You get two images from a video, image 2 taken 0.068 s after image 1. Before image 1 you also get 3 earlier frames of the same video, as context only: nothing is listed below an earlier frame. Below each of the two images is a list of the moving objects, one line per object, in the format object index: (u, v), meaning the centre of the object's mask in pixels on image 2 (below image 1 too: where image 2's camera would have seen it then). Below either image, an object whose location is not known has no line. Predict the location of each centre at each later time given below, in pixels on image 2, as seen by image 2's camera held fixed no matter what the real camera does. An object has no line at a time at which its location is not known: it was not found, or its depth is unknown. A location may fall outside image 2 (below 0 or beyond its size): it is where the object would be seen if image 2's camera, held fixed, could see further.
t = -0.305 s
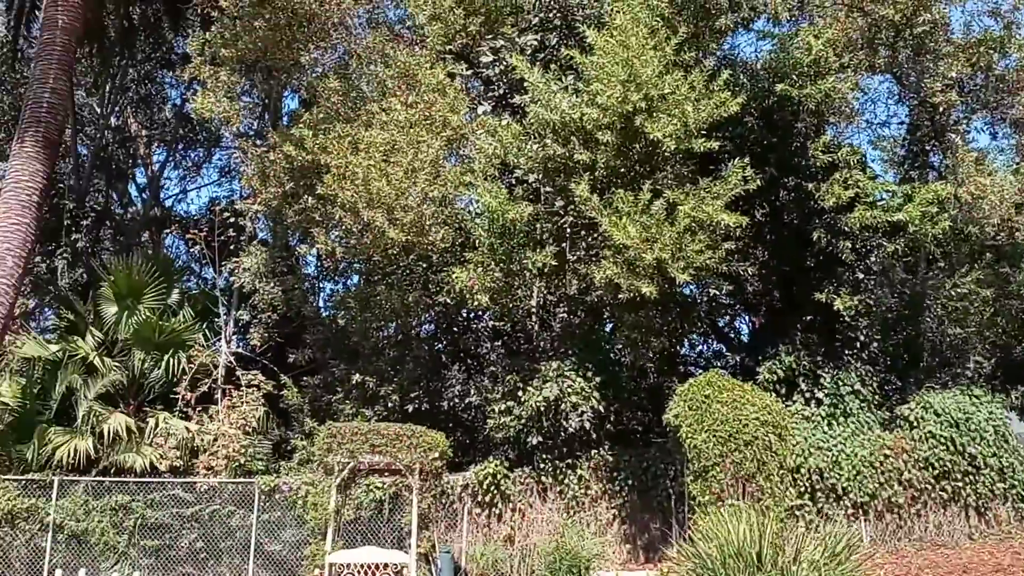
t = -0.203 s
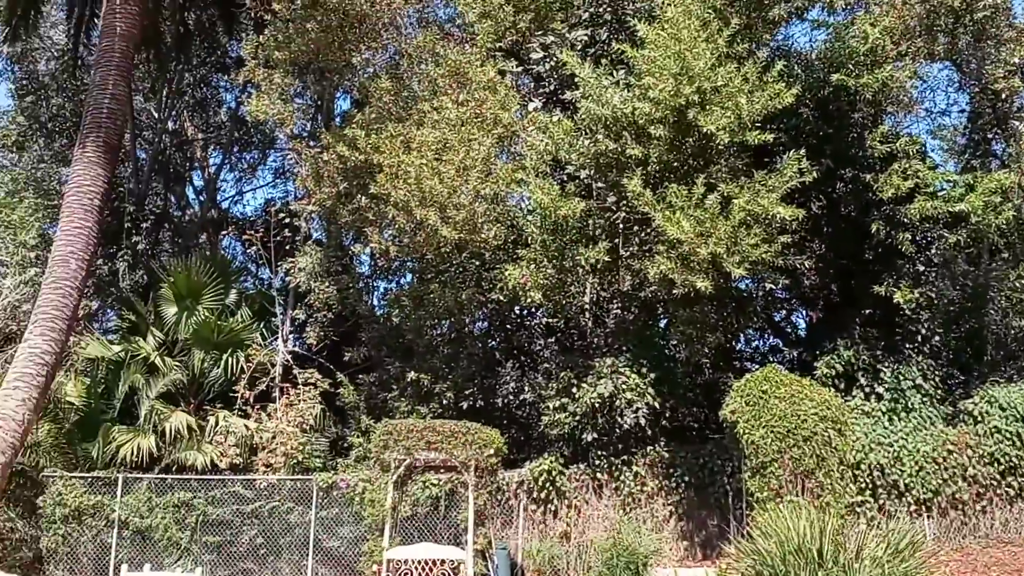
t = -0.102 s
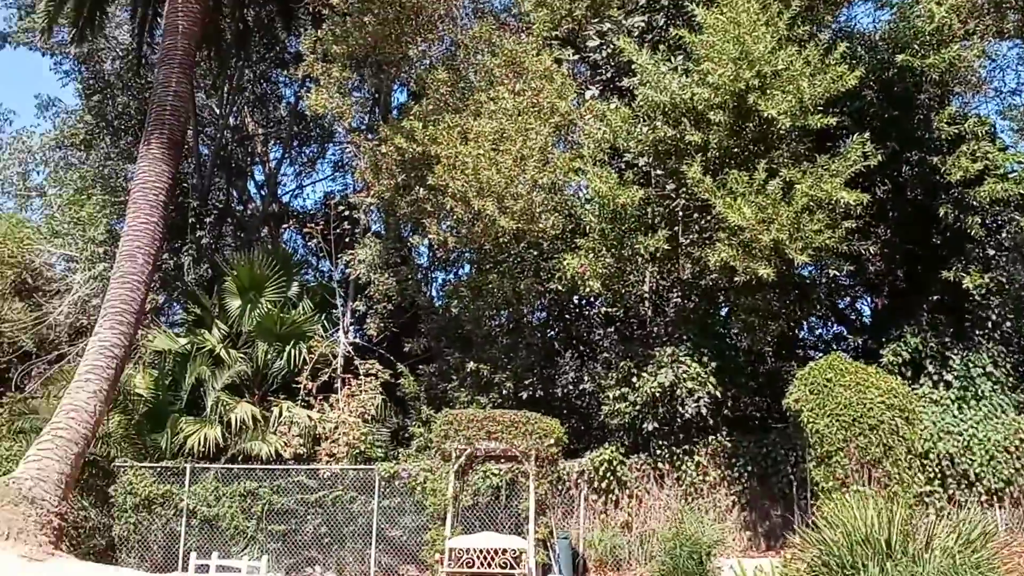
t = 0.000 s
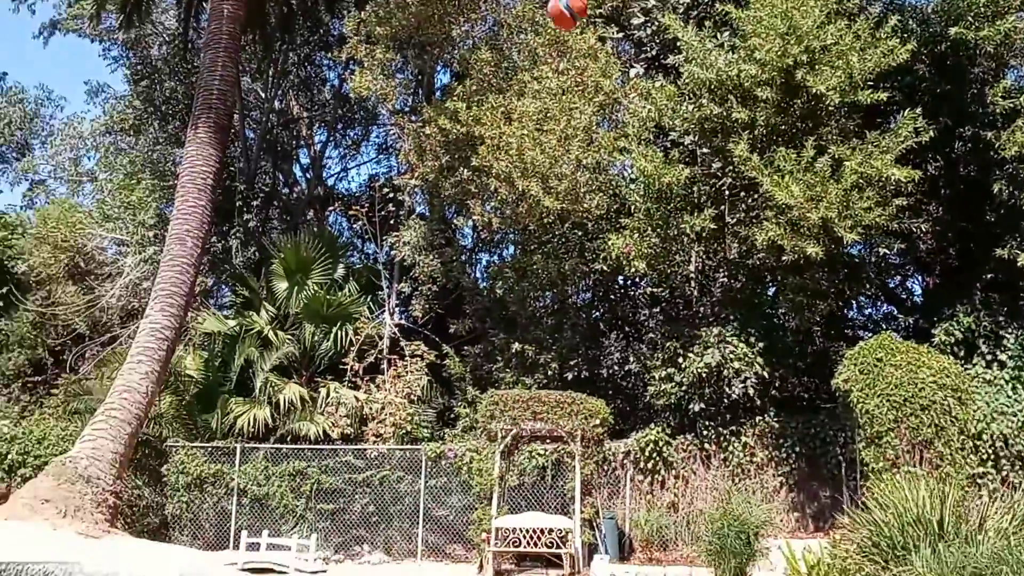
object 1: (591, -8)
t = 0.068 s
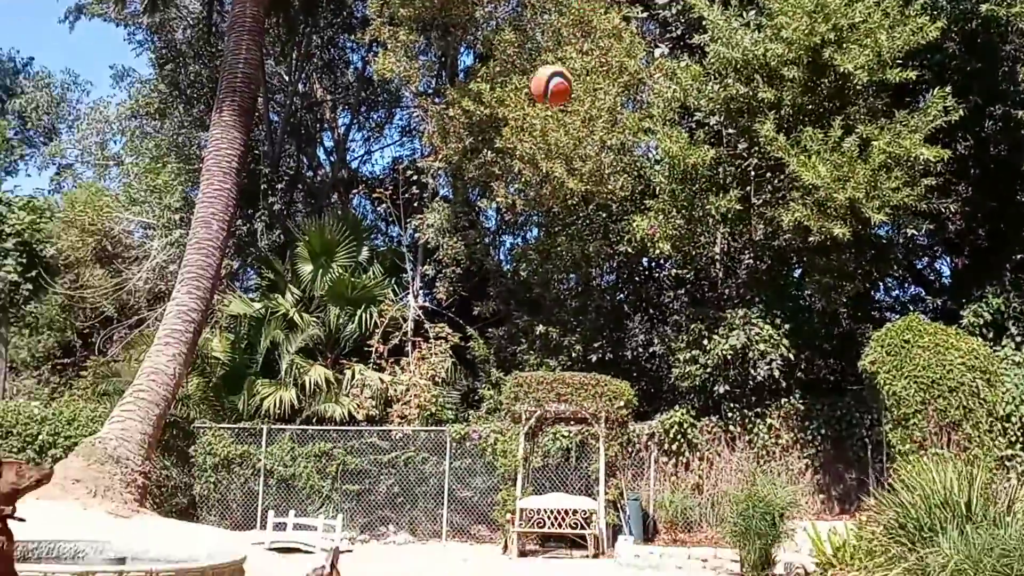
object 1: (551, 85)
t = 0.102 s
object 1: (531, 139)
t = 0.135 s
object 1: (509, 196)
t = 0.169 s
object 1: (487, 255)
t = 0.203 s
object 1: (463, 318)
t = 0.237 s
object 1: (442, 381)
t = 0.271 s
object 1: (417, 452)
